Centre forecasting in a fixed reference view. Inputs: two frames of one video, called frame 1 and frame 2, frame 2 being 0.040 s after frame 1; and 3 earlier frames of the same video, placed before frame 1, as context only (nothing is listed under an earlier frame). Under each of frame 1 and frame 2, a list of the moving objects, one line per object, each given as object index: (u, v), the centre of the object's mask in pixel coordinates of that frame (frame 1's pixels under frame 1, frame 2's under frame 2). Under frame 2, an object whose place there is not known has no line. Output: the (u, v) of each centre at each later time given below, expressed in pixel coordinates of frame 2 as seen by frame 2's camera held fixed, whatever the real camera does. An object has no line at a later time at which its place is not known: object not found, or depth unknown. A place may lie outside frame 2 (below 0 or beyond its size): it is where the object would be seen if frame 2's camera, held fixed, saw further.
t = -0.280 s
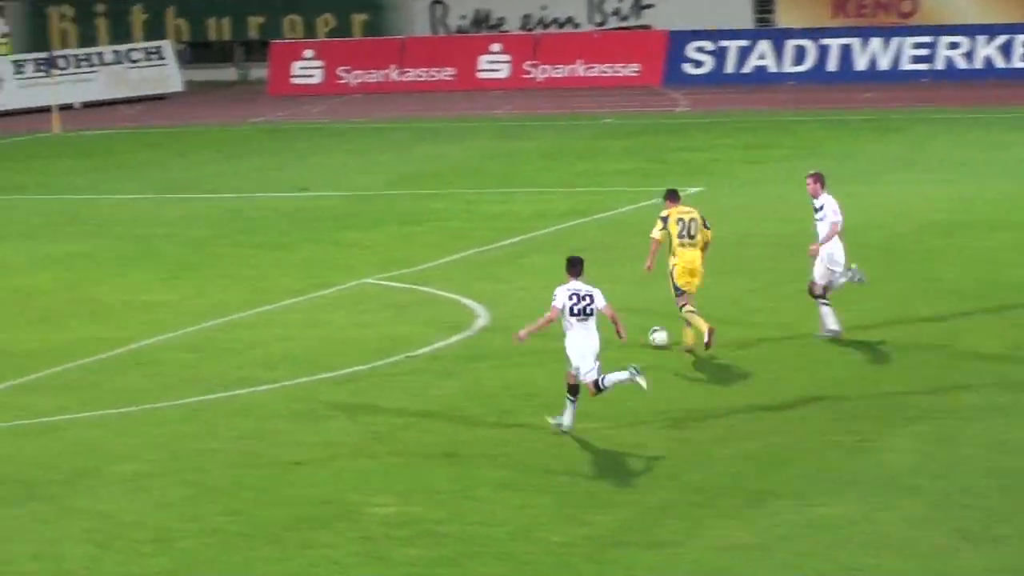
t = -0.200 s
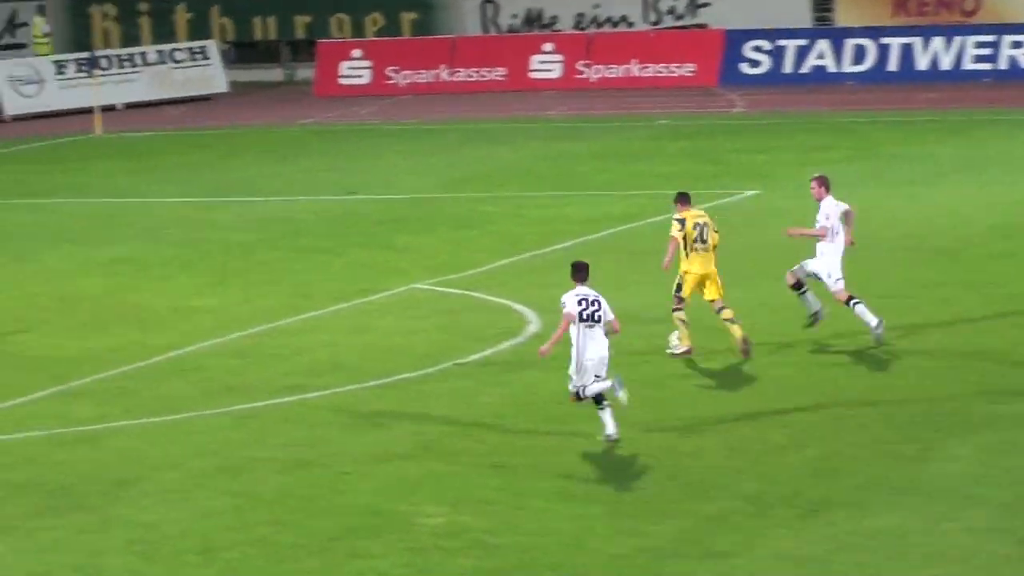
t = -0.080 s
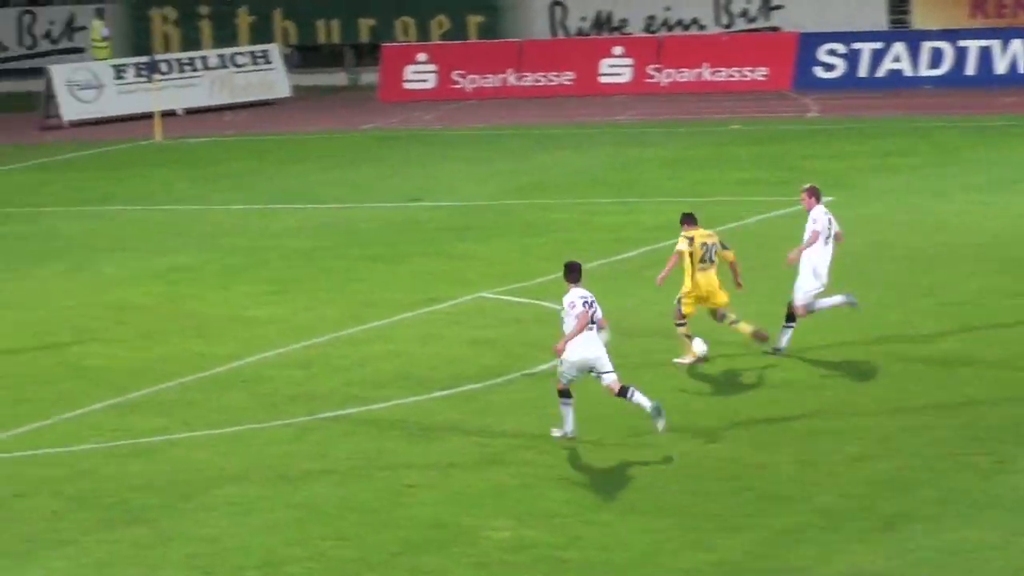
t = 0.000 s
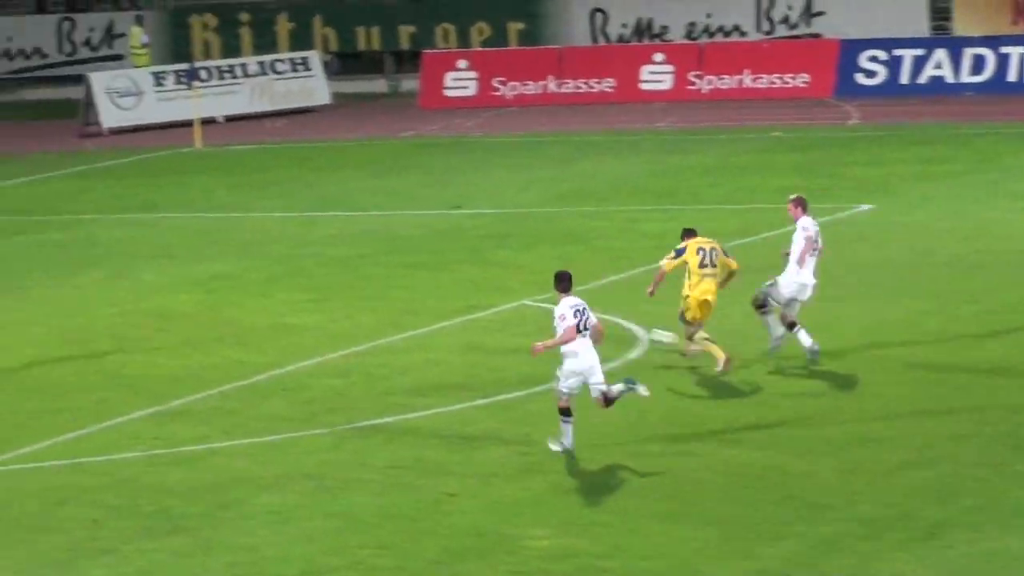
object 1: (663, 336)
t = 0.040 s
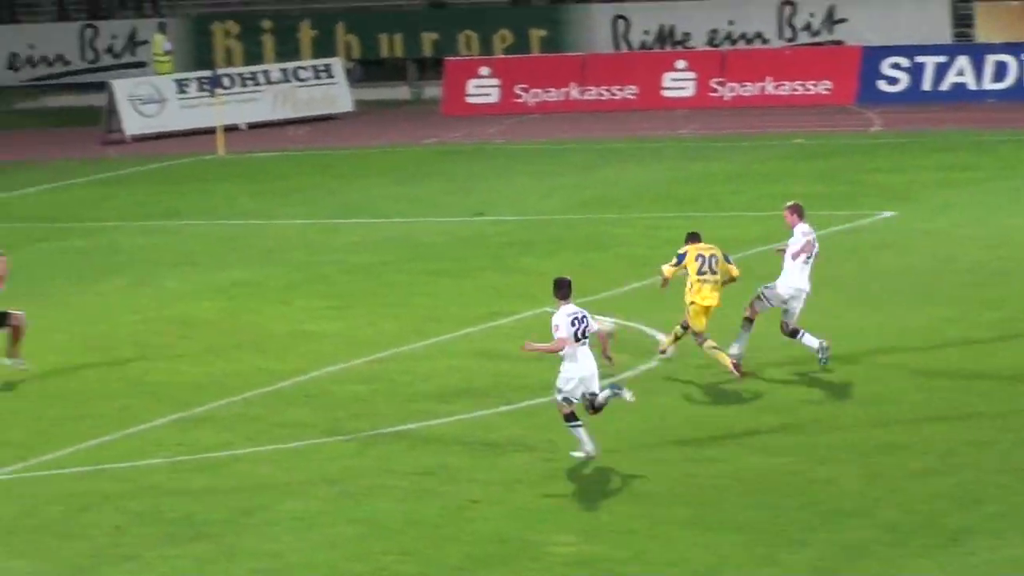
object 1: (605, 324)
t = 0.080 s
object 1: (522, 307)
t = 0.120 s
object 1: (452, 295)
